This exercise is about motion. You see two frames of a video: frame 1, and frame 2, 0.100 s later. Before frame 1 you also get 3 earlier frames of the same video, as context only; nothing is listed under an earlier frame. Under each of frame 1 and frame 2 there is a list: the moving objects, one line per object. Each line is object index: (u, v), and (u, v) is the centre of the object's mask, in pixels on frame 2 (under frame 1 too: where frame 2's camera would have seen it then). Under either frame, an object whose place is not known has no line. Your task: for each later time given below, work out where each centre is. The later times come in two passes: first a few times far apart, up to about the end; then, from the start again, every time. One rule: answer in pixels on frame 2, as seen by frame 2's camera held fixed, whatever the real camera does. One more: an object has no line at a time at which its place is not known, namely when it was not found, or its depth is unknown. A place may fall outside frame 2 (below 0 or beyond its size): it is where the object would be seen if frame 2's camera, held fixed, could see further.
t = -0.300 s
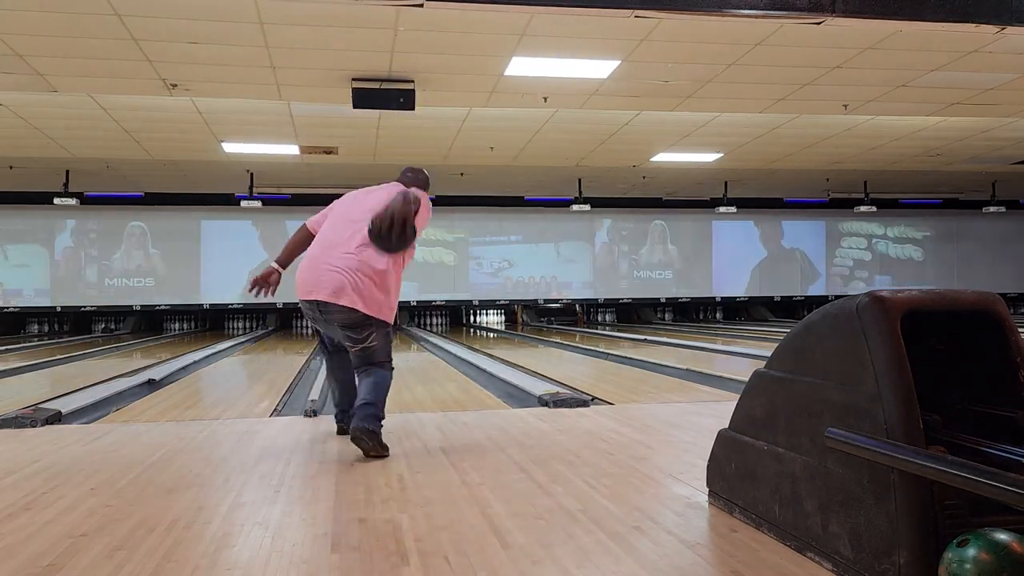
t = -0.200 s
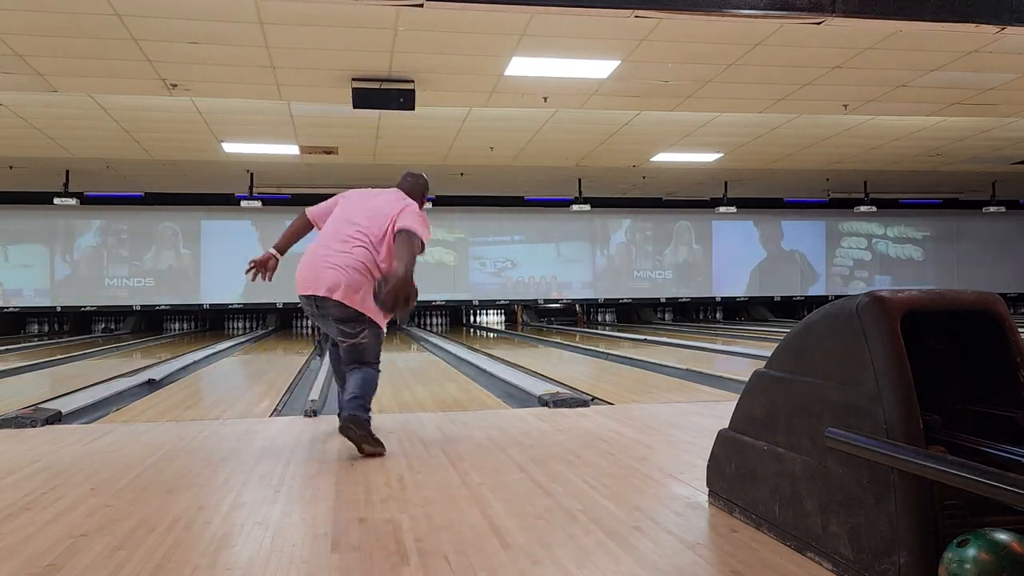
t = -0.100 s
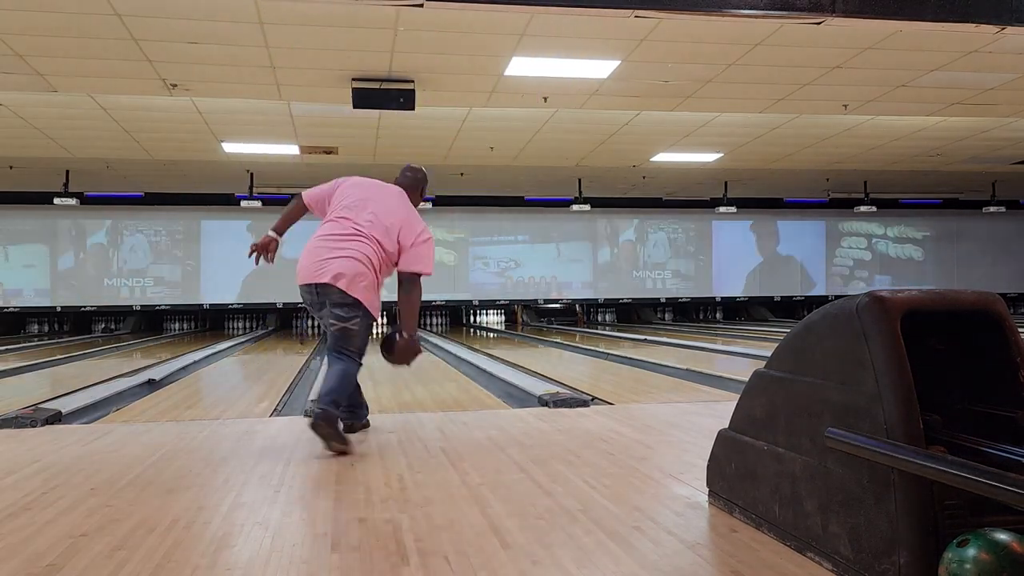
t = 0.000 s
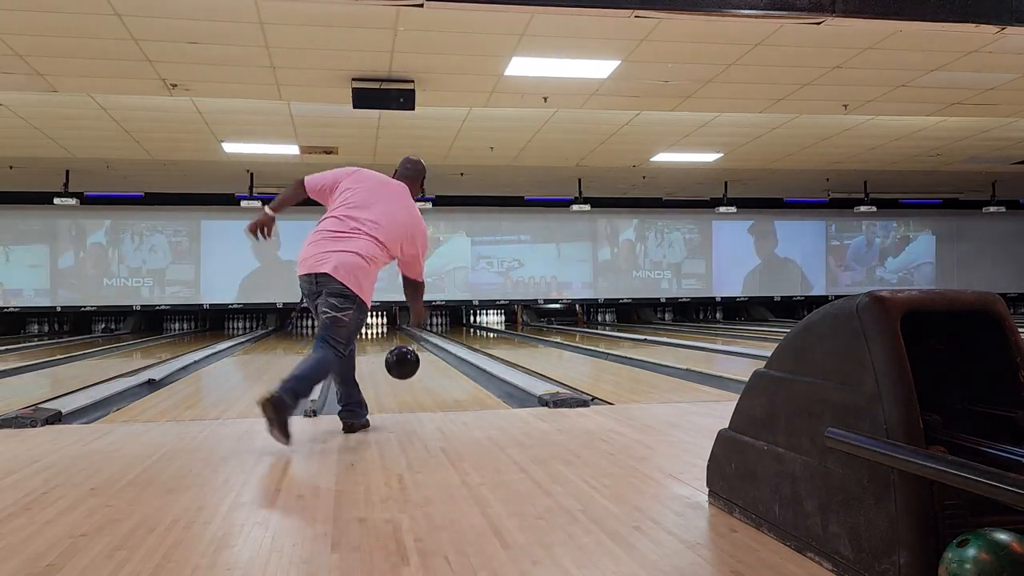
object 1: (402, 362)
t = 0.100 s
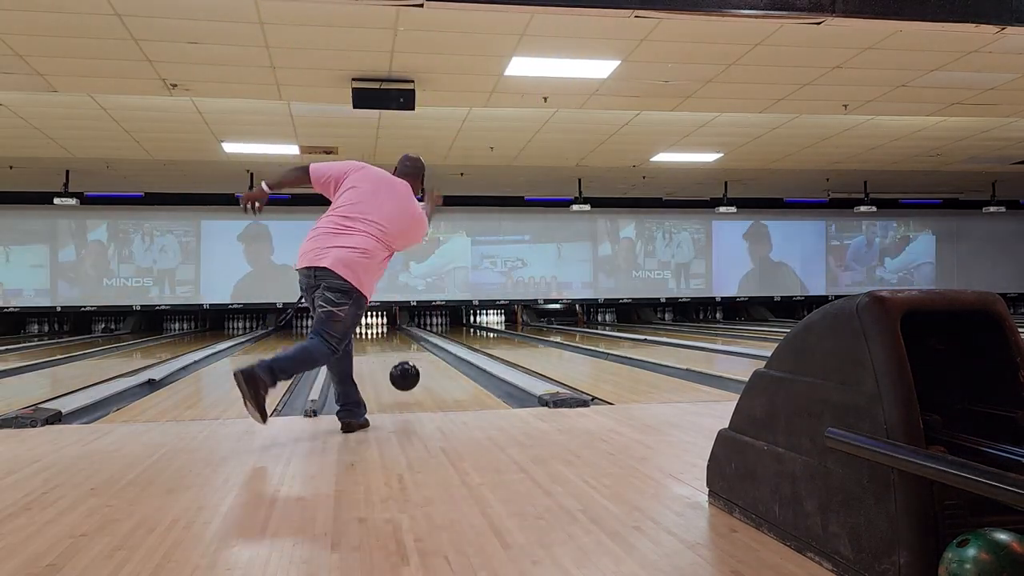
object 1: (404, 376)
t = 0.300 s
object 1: (407, 371)
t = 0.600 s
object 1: (409, 354)
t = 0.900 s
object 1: (408, 344)
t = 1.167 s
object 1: (408, 338)
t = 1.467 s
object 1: (404, 331)
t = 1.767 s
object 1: (400, 328)
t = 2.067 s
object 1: (394, 325)
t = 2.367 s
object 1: (385, 325)
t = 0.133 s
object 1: (405, 383)
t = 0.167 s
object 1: (405, 381)
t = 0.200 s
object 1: (406, 377)
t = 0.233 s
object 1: (406, 375)
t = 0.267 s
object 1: (407, 374)
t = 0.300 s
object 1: (407, 371)
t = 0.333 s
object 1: (407, 369)
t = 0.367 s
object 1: (408, 366)
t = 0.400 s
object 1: (408, 362)
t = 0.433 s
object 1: (409, 361)
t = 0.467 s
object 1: (409, 359)
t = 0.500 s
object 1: (409, 358)
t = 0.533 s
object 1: (409, 356)
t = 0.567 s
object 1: (409, 355)
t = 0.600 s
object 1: (409, 354)
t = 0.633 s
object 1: (409, 352)
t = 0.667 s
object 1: (409, 351)
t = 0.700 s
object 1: (409, 350)
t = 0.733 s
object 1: (409, 349)
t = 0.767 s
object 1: (409, 348)
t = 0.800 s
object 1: (409, 347)
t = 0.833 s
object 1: (409, 346)
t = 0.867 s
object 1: (408, 345)
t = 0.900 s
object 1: (408, 344)
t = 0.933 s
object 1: (408, 343)
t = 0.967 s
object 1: (408, 342)
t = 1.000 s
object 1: (408, 341)
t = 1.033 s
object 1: (408, 341)
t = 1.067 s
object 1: (408, 340)
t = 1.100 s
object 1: (408, 339)
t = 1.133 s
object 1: (408, 338)
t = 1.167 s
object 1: (408, 338)
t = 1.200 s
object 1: (408, 337)
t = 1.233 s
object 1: (407, 336)
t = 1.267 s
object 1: (407, 335)
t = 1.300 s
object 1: (407, 335)
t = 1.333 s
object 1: (407, 334)
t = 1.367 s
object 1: (406, 334)
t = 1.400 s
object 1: (405, 333)
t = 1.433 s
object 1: (405, 332)
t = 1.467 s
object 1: (404, 331)
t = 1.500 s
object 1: (404, 331)
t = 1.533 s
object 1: (404, 331)
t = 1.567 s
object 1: (403, 330)
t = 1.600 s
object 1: (402, 330)
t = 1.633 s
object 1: (403, 330)
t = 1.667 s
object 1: (402, 329)
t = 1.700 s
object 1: (402, 329)
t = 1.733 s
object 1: (401, 328)
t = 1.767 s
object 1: (400, 328)
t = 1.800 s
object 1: (399, 328)
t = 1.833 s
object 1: (399, 327)
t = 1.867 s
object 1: (399, 327)
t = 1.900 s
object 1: (398, 327)
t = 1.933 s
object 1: (397, 327)
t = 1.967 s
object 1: (397, 326)
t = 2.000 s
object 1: (396, 326)
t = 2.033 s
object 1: (396, 326)
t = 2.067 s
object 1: (394, 325)
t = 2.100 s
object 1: (394, 325)
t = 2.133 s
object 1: (393, 325)
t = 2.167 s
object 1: (393, 325)
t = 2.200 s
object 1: (392, 324)
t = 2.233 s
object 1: (391, 325)
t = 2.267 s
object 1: (388, 325)
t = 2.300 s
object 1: (387, 325)
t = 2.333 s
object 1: (386, 325)
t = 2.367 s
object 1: (385, 325)
